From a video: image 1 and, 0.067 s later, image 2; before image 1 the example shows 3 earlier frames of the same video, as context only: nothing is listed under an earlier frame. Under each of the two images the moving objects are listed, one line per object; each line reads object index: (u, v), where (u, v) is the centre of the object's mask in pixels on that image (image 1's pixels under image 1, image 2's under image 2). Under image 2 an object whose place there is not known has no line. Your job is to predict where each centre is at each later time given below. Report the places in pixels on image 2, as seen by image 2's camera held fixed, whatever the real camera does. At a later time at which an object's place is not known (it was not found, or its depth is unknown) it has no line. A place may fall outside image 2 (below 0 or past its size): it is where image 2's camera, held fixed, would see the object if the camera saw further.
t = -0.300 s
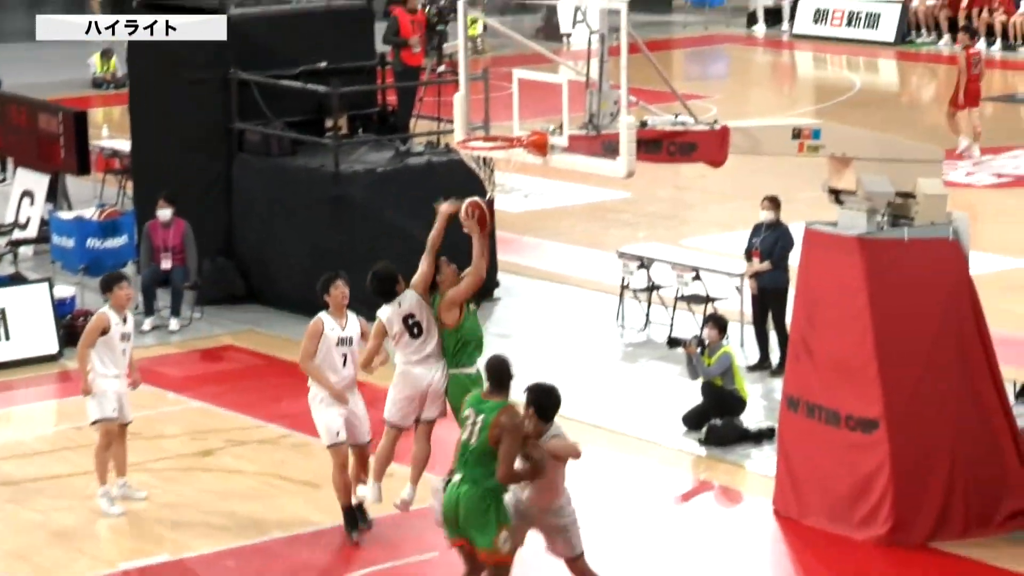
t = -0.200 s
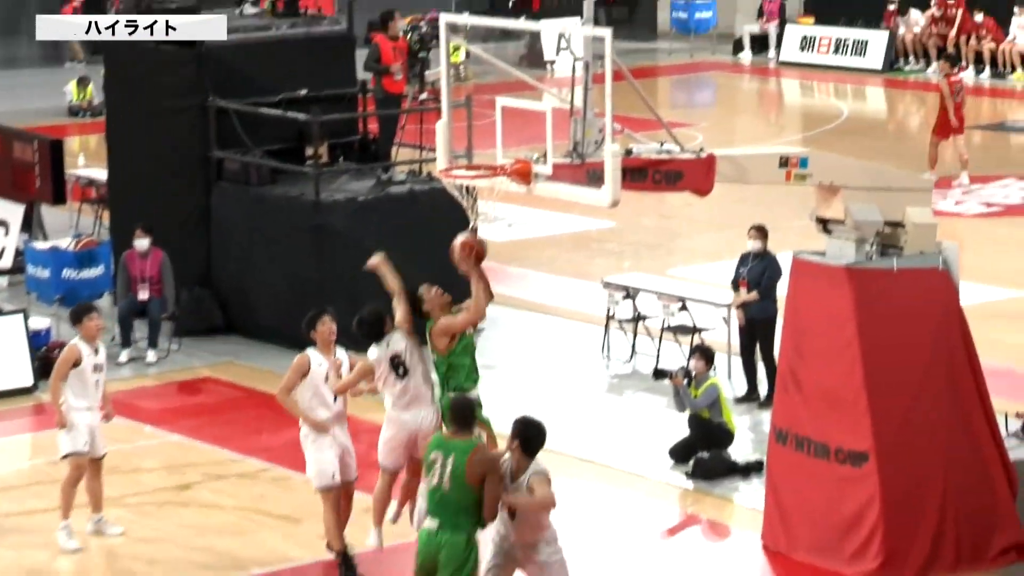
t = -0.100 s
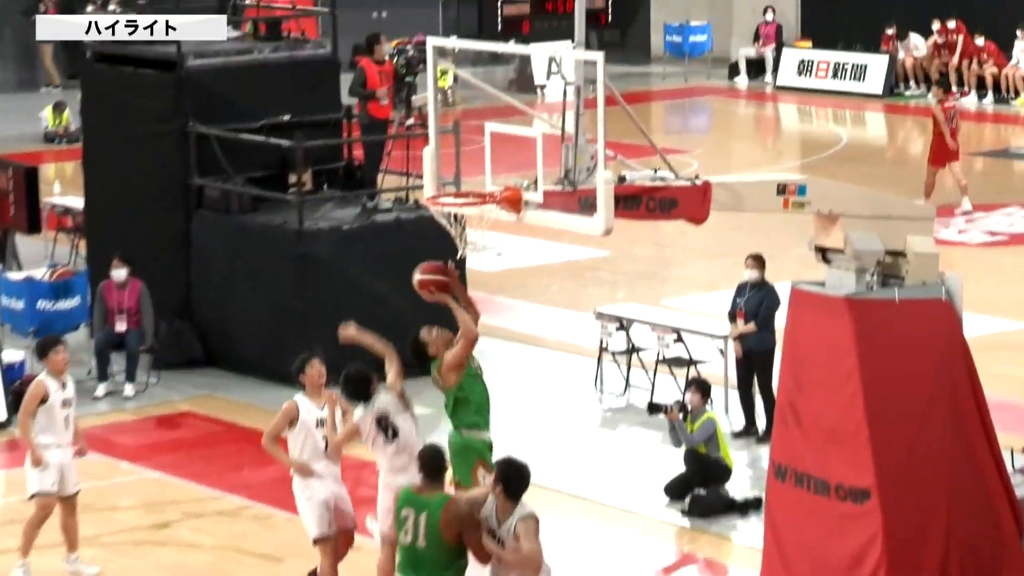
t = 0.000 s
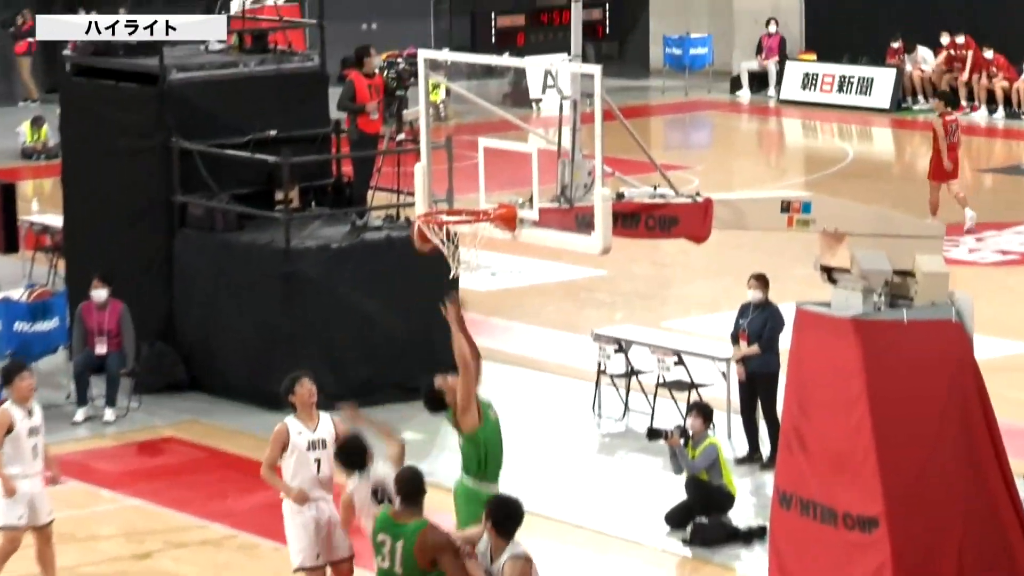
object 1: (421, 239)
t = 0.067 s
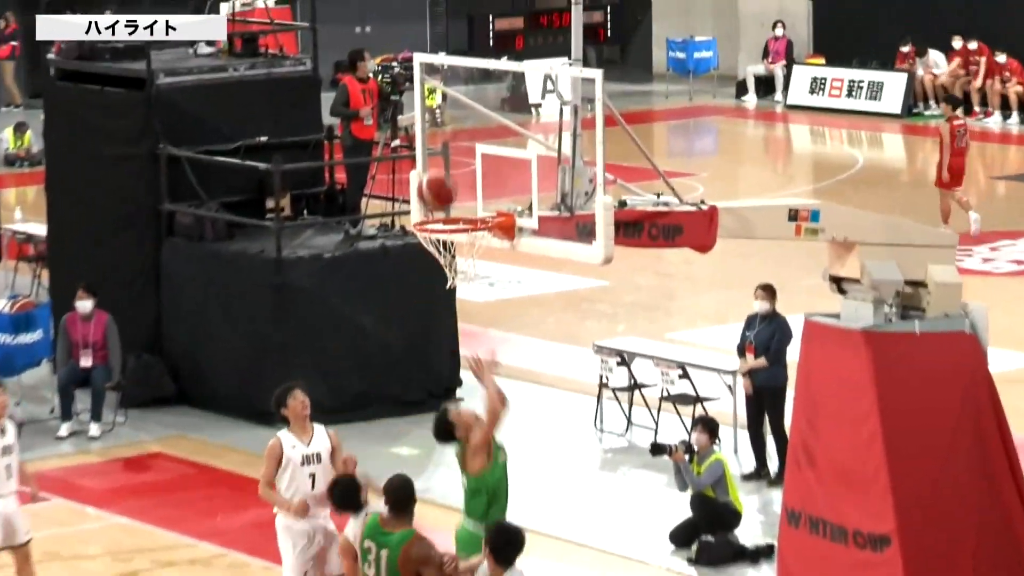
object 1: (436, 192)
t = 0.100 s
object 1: (443, 169)
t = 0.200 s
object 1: (449, 132)
